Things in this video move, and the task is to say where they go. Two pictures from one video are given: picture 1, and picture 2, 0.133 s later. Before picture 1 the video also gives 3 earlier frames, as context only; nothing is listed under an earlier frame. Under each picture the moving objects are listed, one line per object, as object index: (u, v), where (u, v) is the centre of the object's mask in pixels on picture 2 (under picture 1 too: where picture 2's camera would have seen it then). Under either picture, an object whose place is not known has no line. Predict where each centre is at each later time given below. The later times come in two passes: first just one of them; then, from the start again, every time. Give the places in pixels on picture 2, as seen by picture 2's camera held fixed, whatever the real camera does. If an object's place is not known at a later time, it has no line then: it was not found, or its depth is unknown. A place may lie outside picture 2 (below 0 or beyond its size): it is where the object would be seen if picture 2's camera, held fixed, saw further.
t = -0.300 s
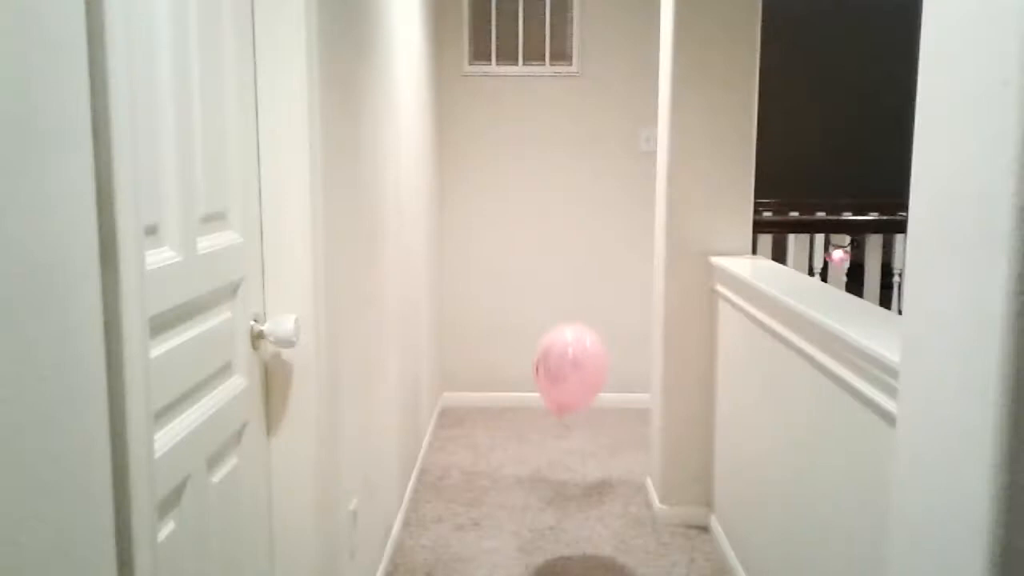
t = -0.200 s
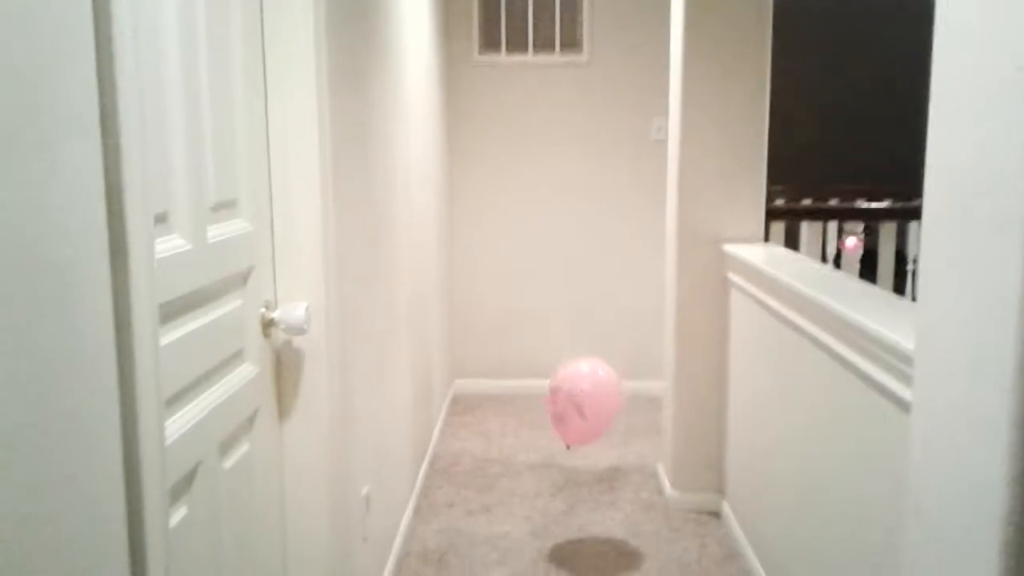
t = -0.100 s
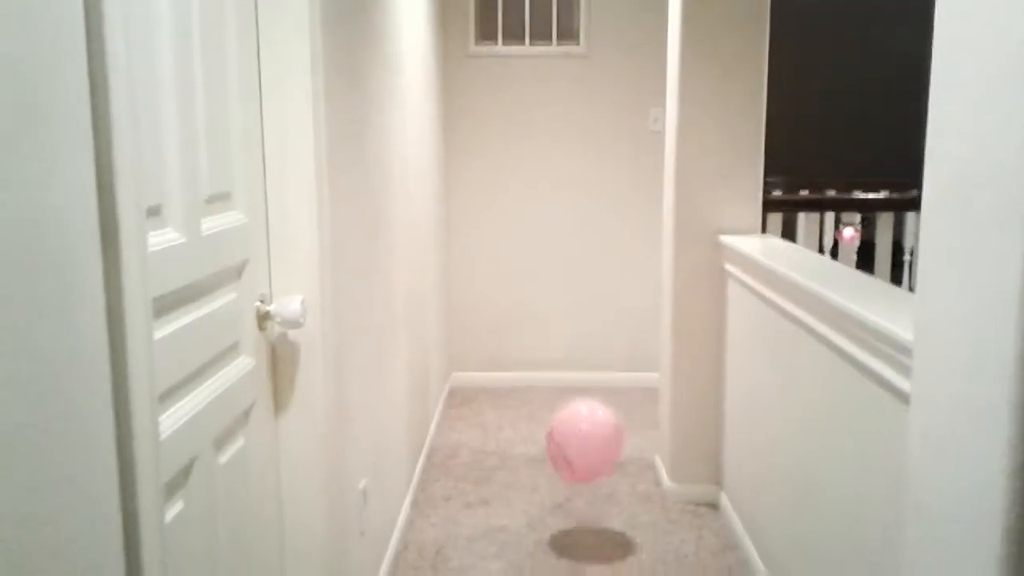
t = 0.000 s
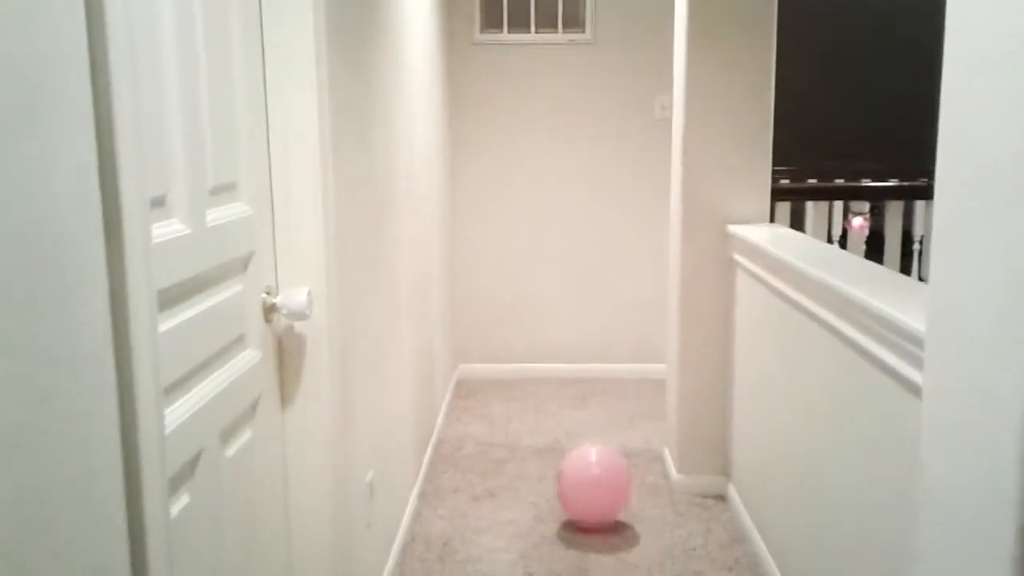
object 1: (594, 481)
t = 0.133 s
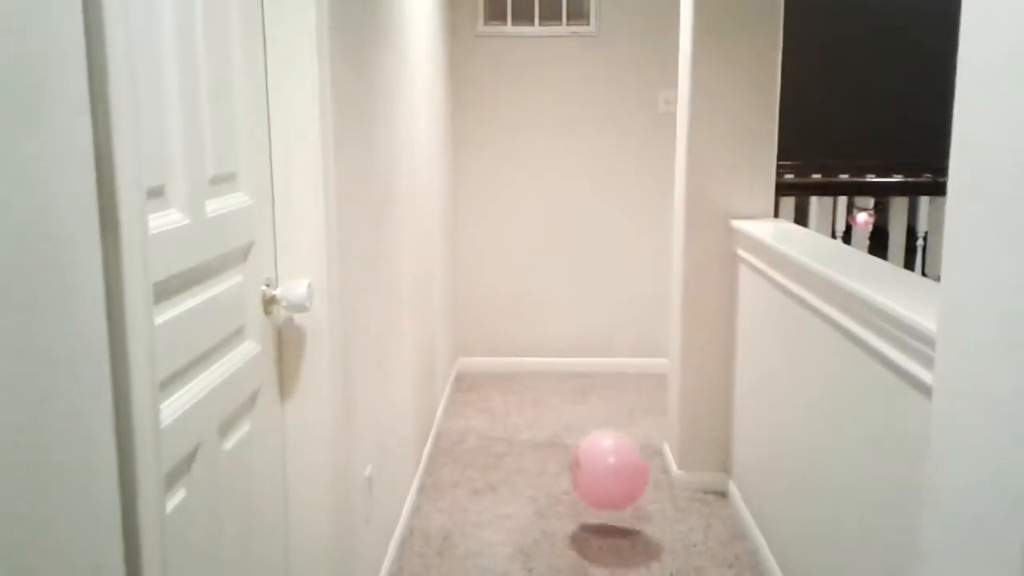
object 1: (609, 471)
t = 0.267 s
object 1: (625, 453)
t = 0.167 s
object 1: (613, 466)
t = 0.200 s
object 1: (618, 461)
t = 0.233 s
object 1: (622, 457)
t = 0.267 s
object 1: (625, 453)
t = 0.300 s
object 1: (628, 450)
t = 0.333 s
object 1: (632, 448)
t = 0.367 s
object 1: (635, 446)
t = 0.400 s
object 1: (639, 445)
